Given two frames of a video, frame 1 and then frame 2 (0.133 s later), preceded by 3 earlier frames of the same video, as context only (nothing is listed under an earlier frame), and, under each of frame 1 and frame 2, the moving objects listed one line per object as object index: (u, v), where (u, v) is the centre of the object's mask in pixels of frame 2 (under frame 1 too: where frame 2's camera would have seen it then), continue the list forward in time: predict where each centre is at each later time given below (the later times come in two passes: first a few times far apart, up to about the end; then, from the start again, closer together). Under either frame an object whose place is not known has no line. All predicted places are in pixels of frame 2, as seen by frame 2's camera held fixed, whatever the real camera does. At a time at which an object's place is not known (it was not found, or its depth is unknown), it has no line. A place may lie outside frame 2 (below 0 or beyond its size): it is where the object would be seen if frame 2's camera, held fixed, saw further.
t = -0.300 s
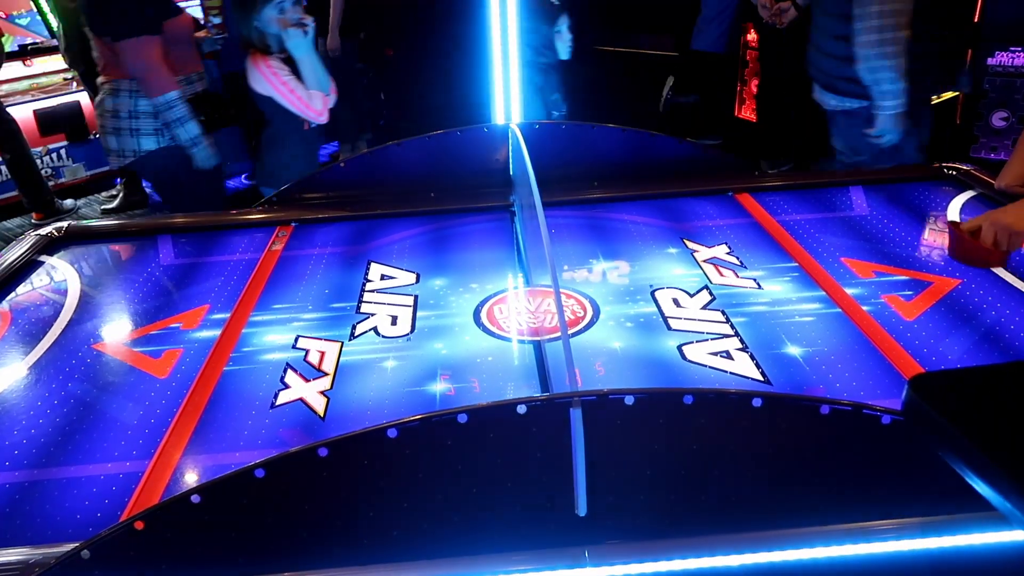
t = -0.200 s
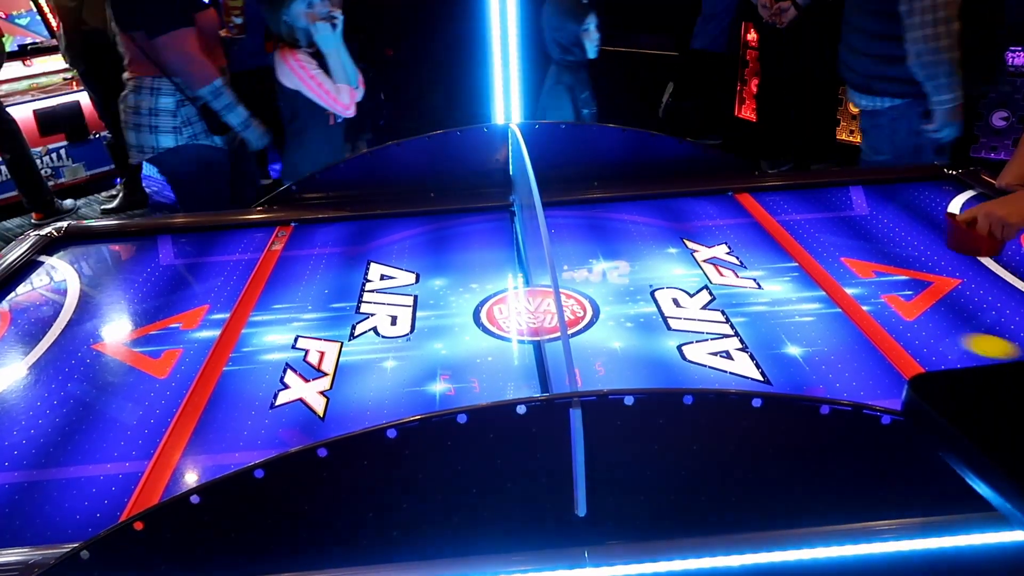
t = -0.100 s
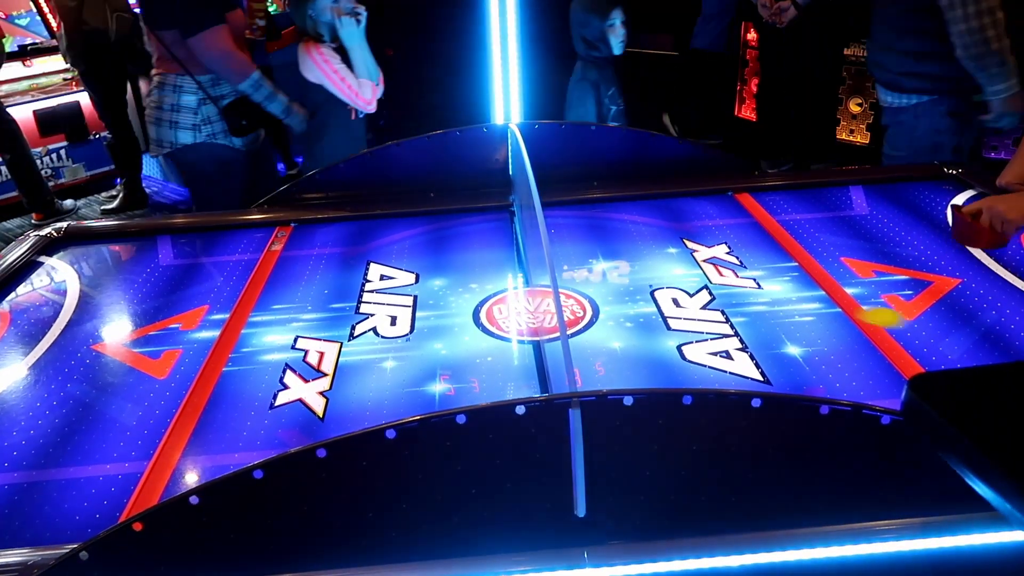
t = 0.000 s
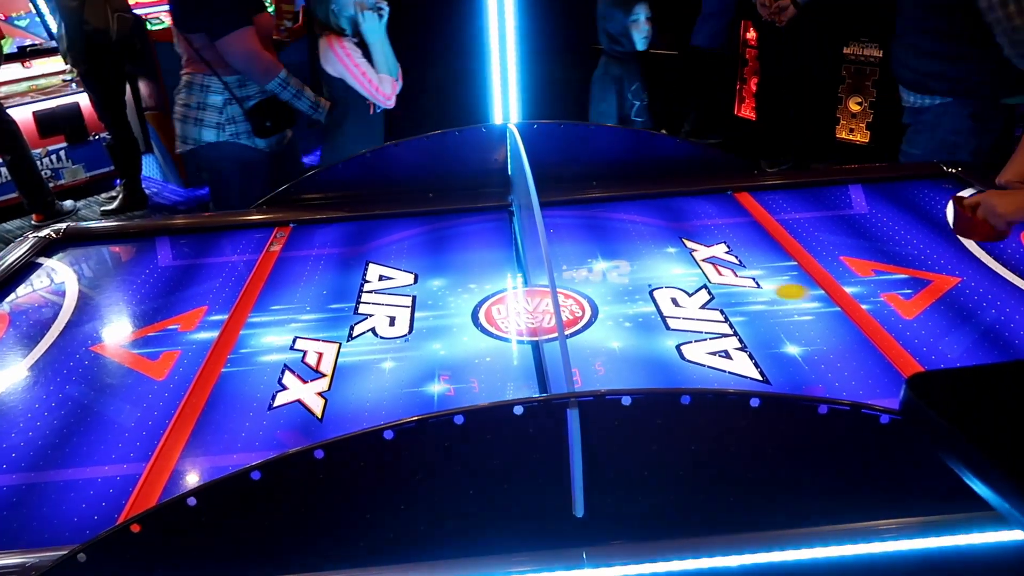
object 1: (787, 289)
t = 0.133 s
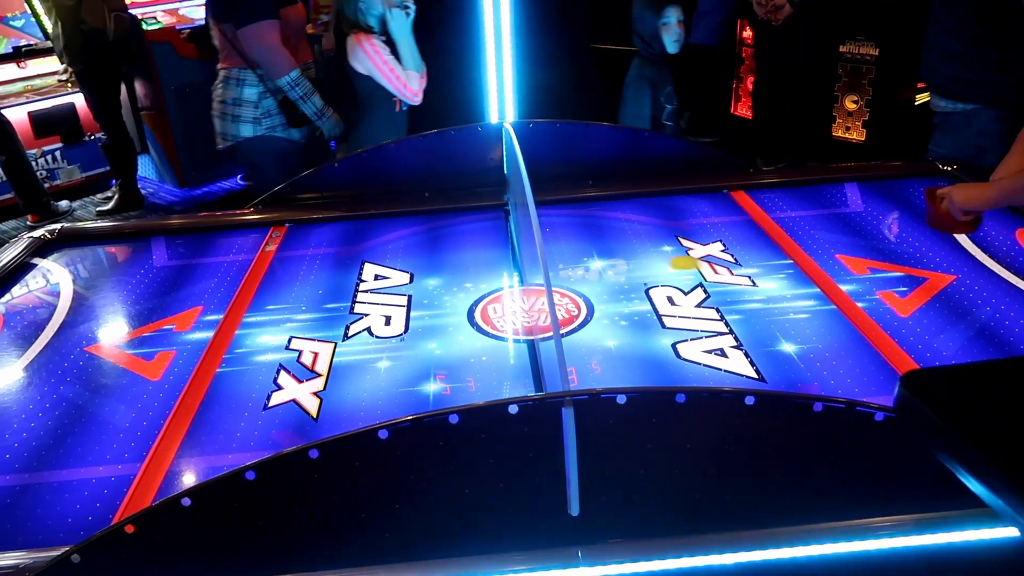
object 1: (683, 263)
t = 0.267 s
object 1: (597, 240)
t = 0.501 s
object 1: (478, 212)
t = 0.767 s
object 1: (382, 256)
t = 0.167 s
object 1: (660, 256)
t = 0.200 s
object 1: (637, 251)
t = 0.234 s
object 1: (616, 245)
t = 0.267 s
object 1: (597, 240)
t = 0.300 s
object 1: (578, 235)
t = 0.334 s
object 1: (559, 230)
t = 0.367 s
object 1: (547, 225)
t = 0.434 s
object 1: (510, 216)
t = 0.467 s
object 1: (492, 213)
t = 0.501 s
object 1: (478, 212)
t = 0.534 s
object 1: (466, 216)
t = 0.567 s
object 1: (455, 221)
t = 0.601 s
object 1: (443, 227)
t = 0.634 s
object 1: (432, 233)
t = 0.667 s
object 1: (420, 238)
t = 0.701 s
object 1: (408, 243)
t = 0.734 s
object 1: (395, 249)
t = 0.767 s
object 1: (382, 256)
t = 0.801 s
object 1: (369, 262)
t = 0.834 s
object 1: (356, 268)
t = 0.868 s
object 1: (343, 275)
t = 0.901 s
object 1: (329, 281)
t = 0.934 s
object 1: (315, 288)
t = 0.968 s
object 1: (300, 295)
